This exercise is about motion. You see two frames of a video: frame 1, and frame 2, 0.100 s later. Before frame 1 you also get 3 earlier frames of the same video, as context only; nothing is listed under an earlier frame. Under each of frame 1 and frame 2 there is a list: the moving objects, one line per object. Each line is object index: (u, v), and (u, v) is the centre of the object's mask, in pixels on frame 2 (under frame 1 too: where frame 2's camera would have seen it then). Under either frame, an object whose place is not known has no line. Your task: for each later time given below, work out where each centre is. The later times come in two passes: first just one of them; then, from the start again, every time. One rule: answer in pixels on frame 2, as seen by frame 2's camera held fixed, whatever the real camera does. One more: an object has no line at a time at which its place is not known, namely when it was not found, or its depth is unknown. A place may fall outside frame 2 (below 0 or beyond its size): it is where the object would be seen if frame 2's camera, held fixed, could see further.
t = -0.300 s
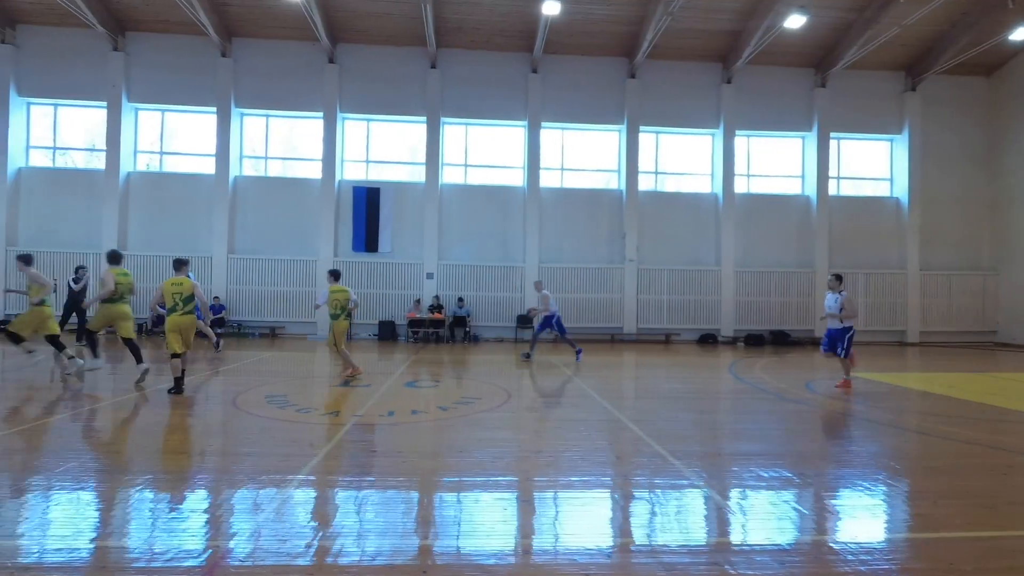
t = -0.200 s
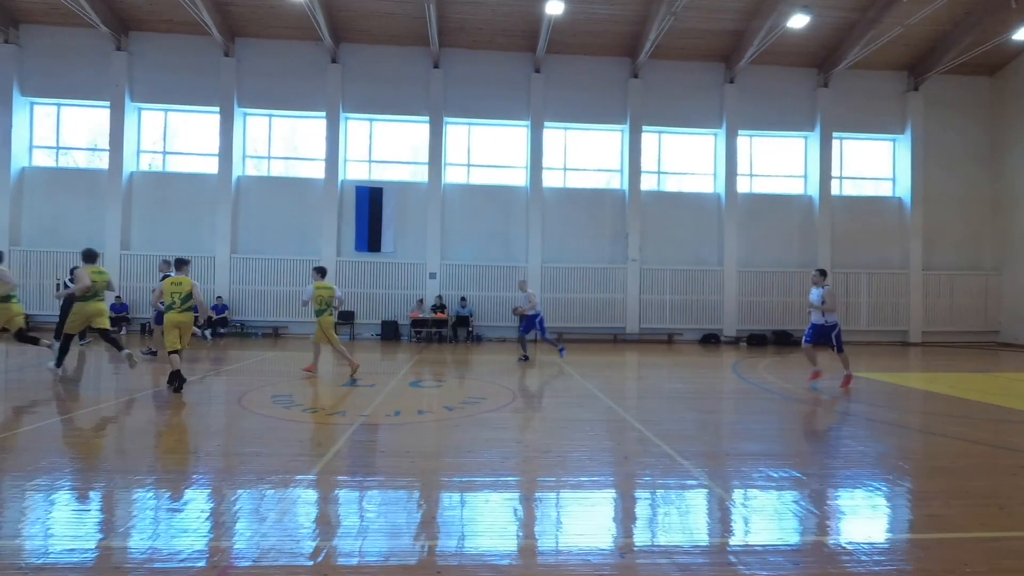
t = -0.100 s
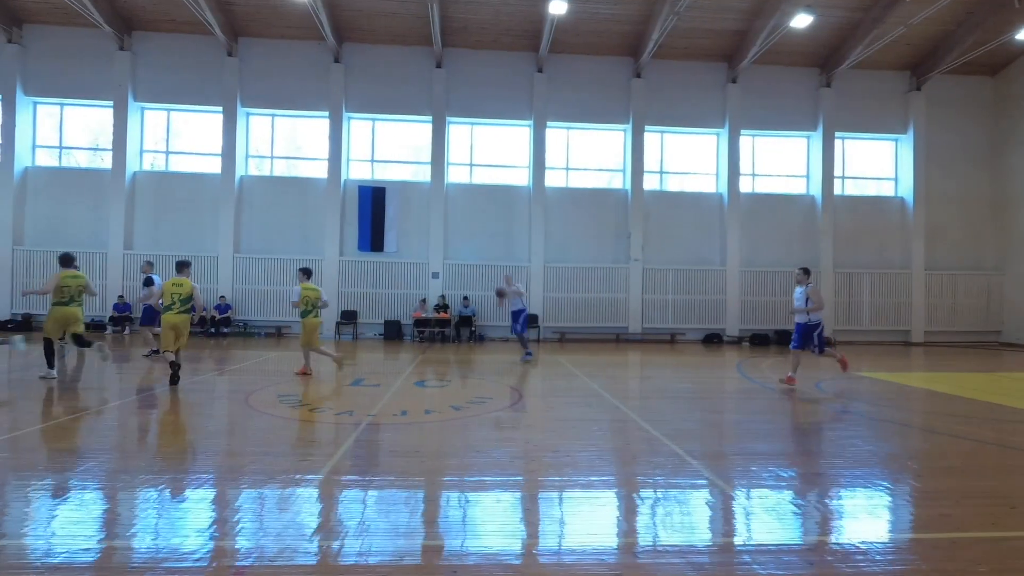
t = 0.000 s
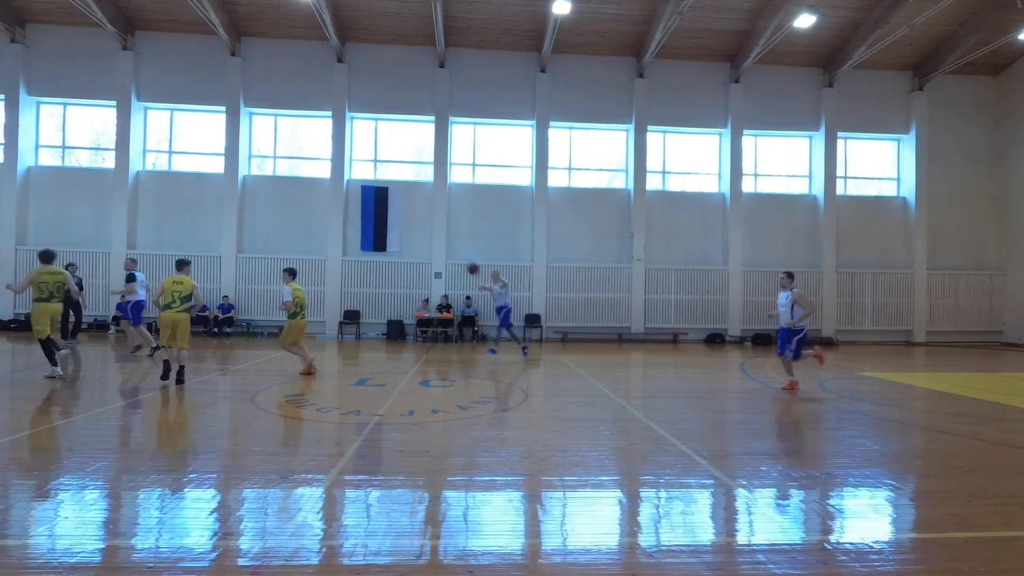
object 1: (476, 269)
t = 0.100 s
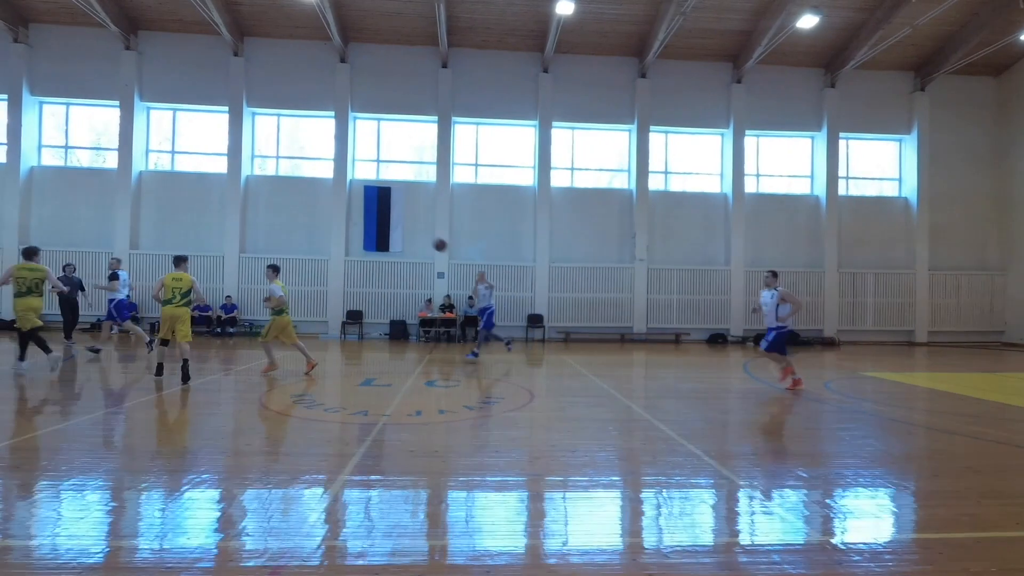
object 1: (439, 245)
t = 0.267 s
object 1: (365, 208)
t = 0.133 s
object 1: (427, 237)
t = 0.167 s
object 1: (412, 230)
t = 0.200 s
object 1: (398, 222)
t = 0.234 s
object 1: (382, 214)
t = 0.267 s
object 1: (365, 208)
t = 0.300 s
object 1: (347, 200)
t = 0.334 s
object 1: (328, 193)
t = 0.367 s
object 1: (307, 187)
